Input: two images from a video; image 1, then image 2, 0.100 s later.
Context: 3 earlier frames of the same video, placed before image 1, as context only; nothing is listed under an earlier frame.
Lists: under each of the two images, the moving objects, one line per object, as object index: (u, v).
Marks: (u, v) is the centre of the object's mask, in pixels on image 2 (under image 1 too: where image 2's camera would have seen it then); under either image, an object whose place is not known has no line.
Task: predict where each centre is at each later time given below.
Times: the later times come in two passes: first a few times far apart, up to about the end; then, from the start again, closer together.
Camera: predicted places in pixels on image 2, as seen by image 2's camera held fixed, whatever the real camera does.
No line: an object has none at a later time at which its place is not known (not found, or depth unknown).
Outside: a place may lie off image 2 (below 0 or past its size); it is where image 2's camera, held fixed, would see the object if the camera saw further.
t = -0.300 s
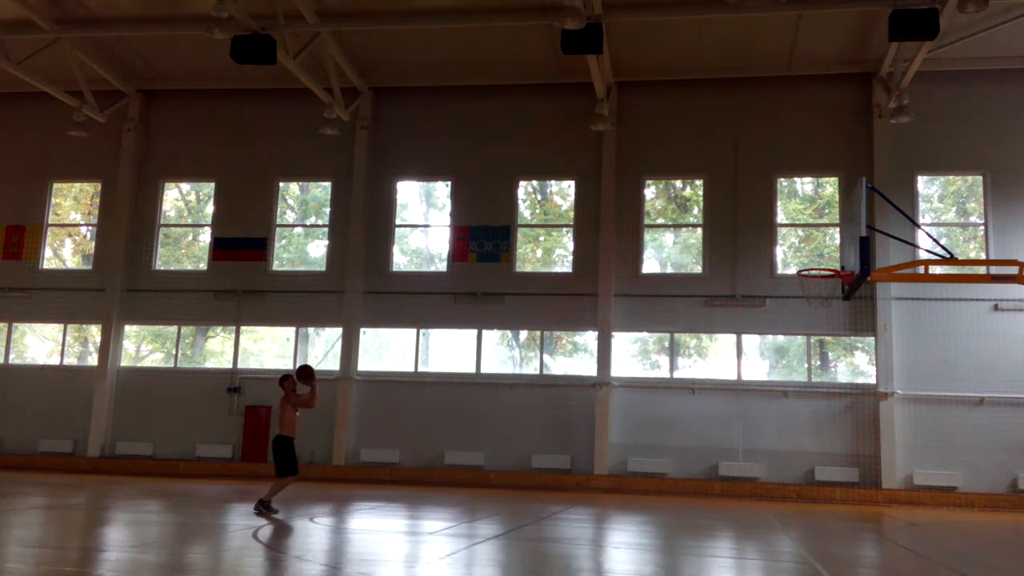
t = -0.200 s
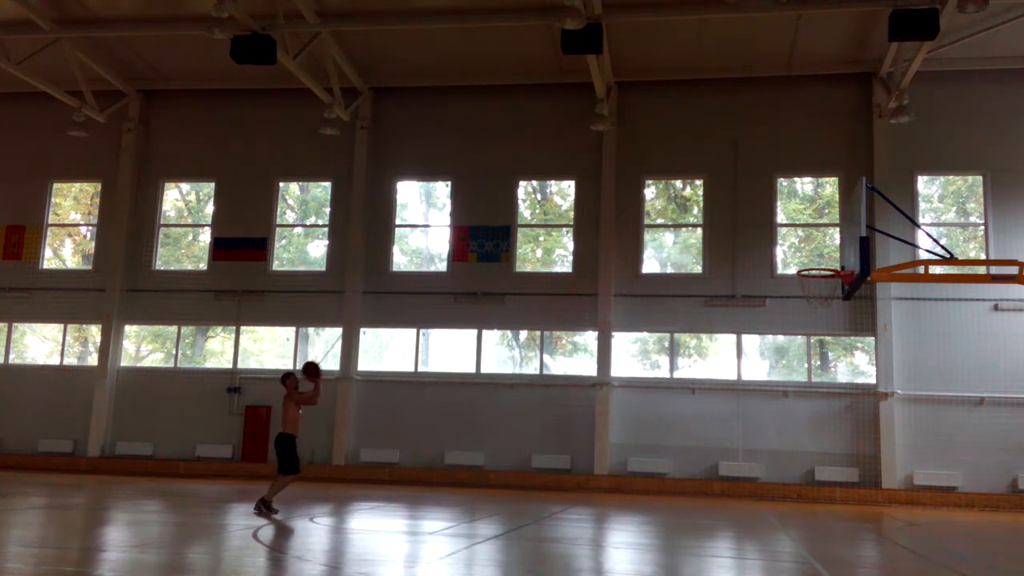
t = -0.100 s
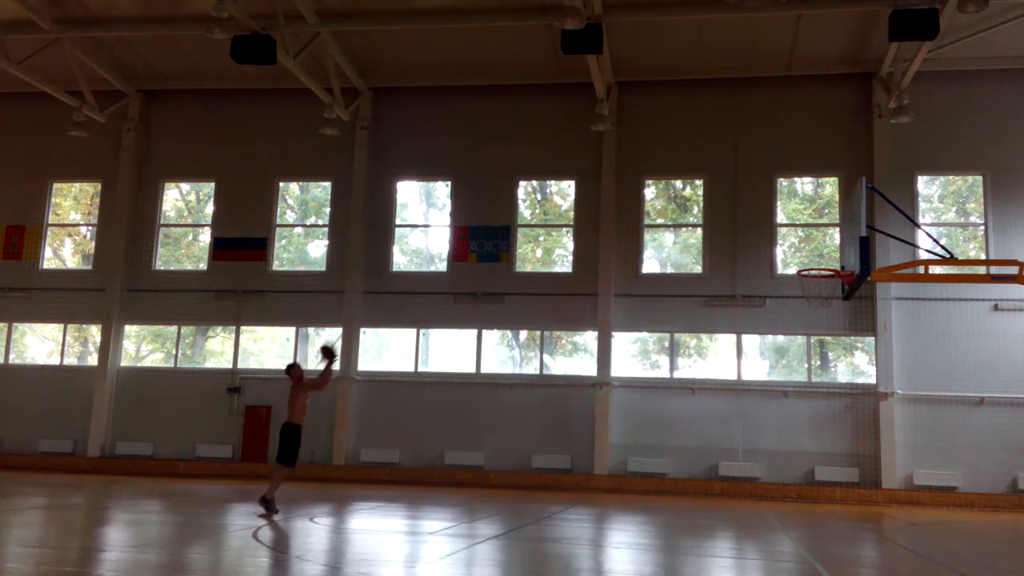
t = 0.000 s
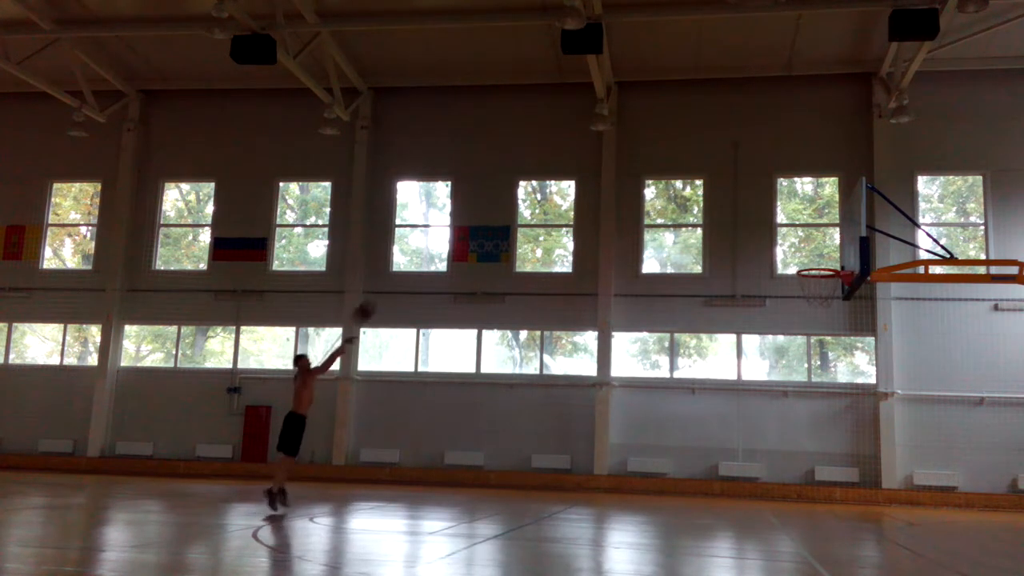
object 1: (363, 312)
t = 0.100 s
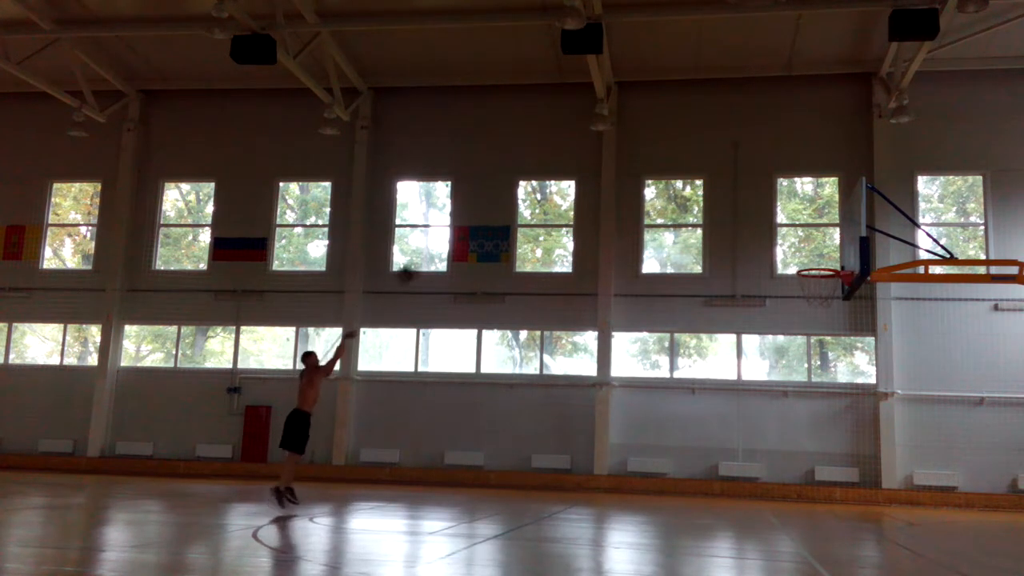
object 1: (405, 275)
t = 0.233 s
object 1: (465, 226)
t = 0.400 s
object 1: (534, 197)
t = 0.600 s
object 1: (618, 184)
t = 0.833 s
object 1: (716, 207)
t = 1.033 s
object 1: (806, 261)
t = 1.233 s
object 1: (839, 320)
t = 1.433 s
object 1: (840, 394)
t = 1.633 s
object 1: (844, 506)
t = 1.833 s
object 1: (818, 466)
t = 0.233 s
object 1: (465, 226)
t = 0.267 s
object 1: (478, 222)
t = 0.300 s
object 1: (493, 215)
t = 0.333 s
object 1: (506, 209)
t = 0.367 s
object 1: (518, 204)
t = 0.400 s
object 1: (534, 197)
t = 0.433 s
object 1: (546, 194)
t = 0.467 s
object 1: (562, 191)
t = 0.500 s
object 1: (579, 188)
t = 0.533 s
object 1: (588, 186)
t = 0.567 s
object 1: (604, 185)
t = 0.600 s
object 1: (618, 184)
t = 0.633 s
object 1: (632, 185)
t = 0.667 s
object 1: (642, 186)
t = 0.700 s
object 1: (660, 189)
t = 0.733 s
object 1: (672, 192)
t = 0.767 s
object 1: (687, 197)
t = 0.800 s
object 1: (704, 202)
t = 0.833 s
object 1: (716, 207)
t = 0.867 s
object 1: (732, 214)
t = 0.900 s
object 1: (747, 221)
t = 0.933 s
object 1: (760, 229)
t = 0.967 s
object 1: (773, 238)
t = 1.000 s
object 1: (791, 250)
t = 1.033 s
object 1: (806, 261)
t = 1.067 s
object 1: (821, 276)
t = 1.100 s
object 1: (835, 289)
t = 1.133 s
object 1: (839, 297)
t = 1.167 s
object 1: (838, 304)
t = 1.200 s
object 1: (838, 312)
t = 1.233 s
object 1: (839, 320)
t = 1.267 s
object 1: (839, 330)
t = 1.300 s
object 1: (839, 340)
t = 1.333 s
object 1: (839, 352)
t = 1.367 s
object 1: (839, 365)
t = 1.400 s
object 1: (839, 380)
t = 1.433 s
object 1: (840, 394)
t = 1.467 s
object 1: (840, 409)
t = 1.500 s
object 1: (841, 425)
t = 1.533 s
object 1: (841, 444)
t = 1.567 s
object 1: (842, 461)
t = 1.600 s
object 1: (843, 482)
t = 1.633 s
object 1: (844, 506)
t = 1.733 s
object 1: (835, 506)
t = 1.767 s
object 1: (829, 492)
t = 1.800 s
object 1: (824, 478)
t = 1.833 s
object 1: (818, 466)
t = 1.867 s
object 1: (813, 455)
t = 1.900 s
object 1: (808, 445)
